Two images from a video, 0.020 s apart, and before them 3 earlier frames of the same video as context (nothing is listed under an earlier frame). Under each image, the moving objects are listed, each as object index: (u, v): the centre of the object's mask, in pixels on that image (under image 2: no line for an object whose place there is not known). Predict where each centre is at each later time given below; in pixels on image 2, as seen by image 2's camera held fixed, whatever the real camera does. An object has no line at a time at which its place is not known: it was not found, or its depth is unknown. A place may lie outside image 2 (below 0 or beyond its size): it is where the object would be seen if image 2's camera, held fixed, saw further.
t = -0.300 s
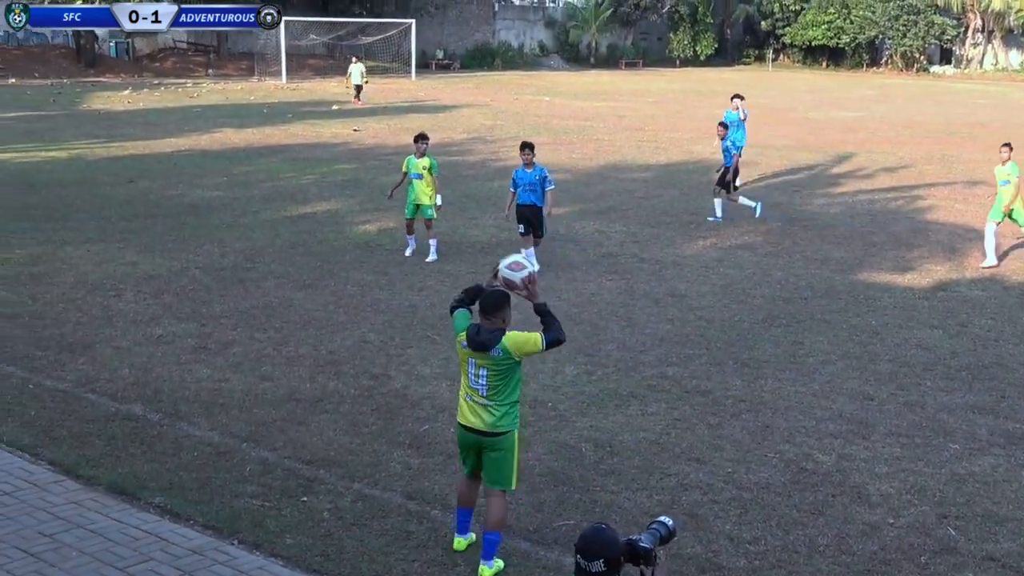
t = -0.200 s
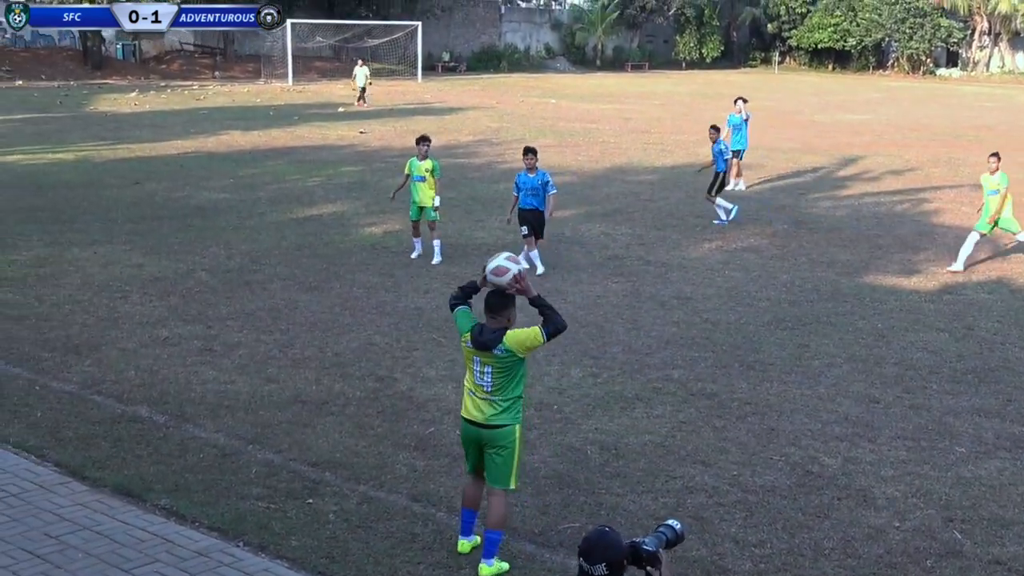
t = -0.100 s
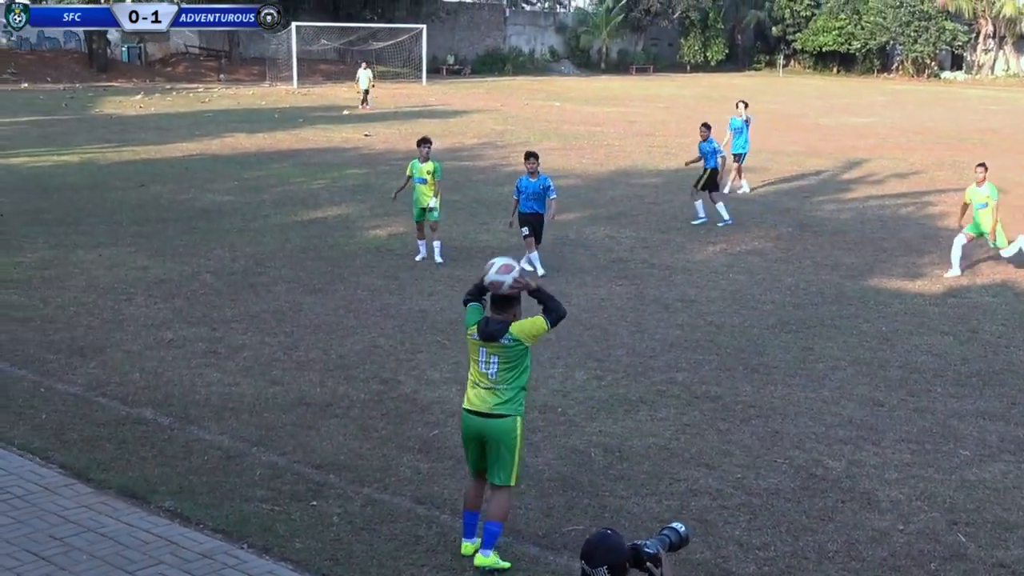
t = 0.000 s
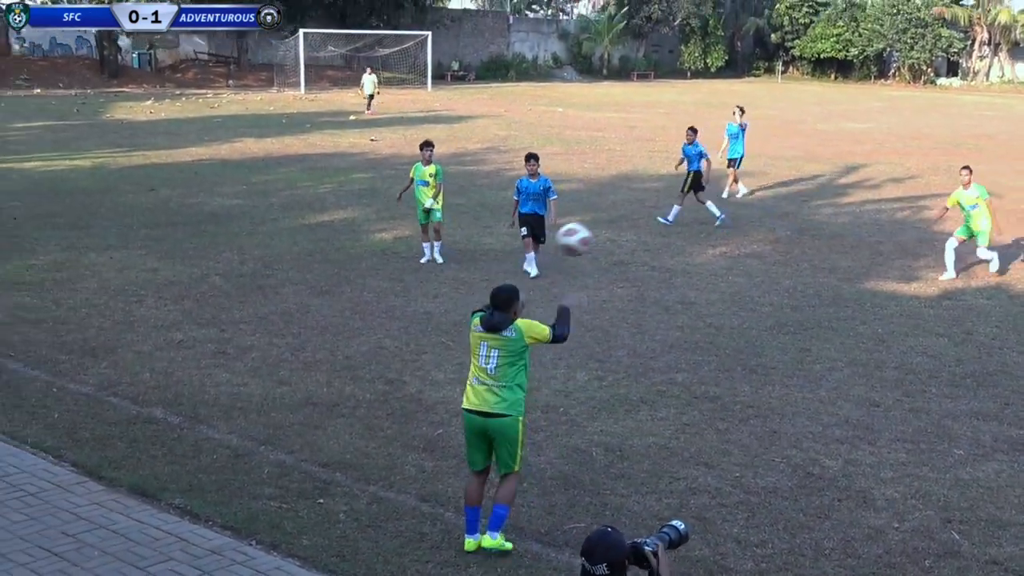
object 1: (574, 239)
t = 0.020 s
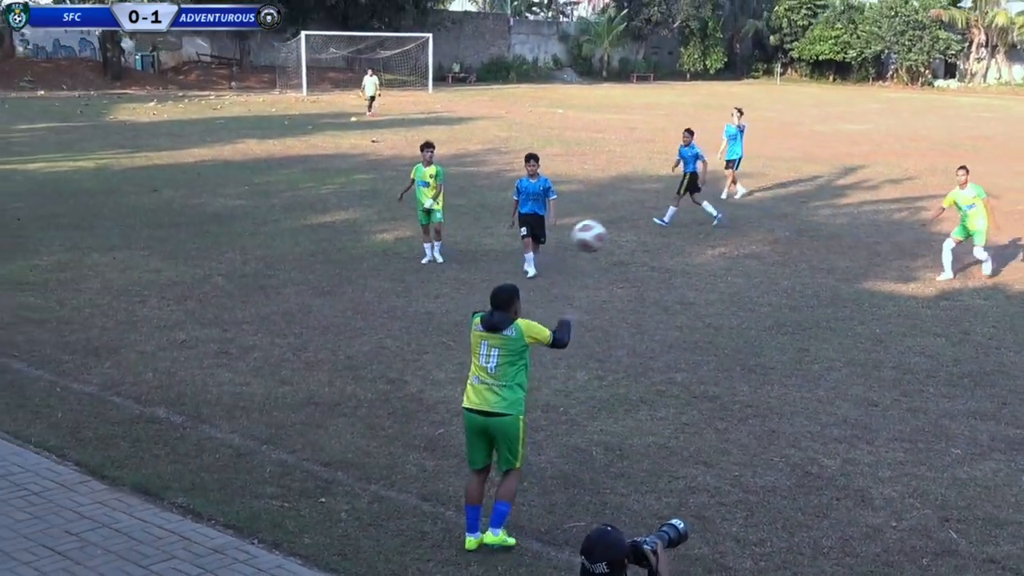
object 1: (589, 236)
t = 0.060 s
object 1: (617, 231)
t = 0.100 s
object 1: (642, 229)
